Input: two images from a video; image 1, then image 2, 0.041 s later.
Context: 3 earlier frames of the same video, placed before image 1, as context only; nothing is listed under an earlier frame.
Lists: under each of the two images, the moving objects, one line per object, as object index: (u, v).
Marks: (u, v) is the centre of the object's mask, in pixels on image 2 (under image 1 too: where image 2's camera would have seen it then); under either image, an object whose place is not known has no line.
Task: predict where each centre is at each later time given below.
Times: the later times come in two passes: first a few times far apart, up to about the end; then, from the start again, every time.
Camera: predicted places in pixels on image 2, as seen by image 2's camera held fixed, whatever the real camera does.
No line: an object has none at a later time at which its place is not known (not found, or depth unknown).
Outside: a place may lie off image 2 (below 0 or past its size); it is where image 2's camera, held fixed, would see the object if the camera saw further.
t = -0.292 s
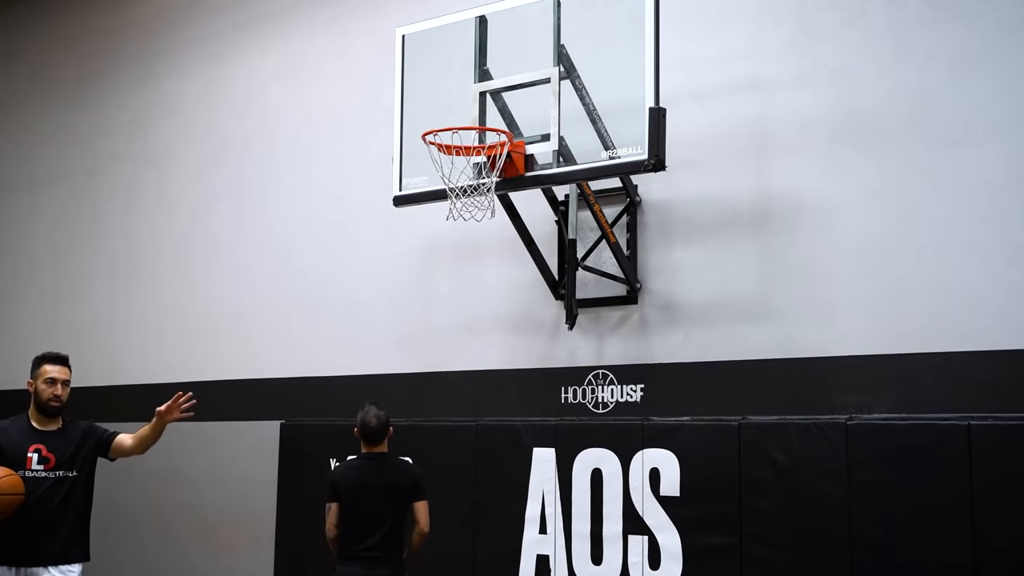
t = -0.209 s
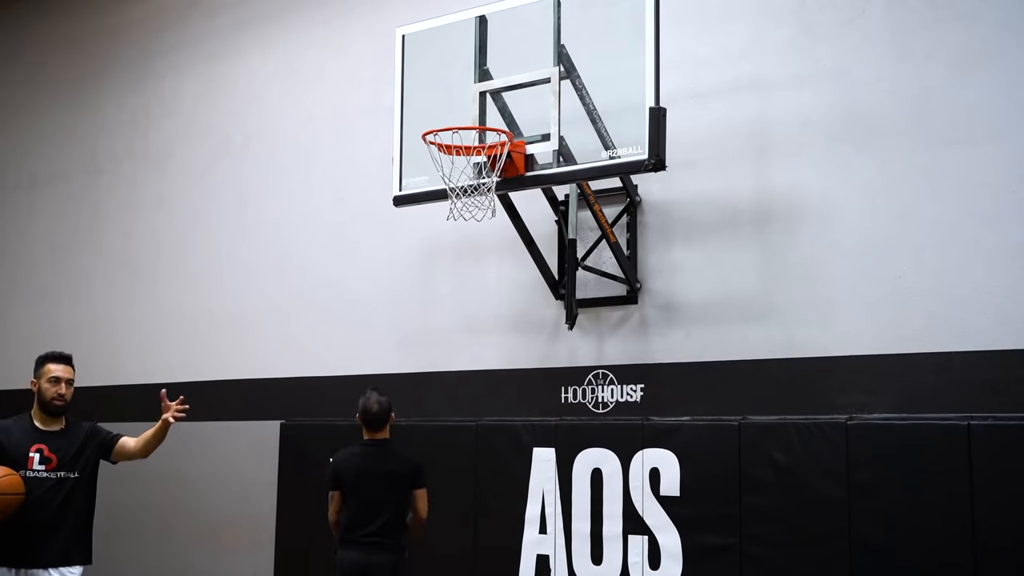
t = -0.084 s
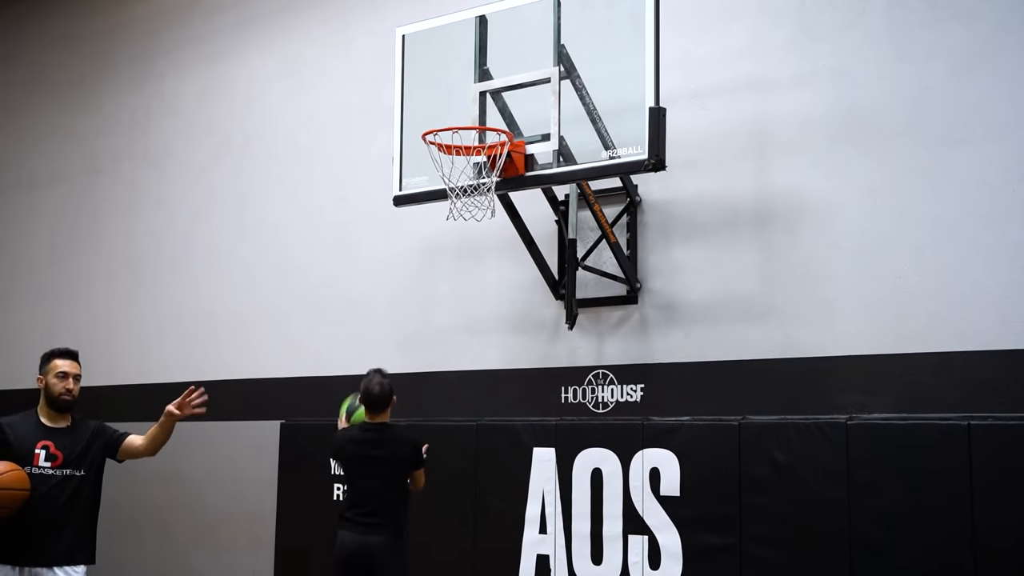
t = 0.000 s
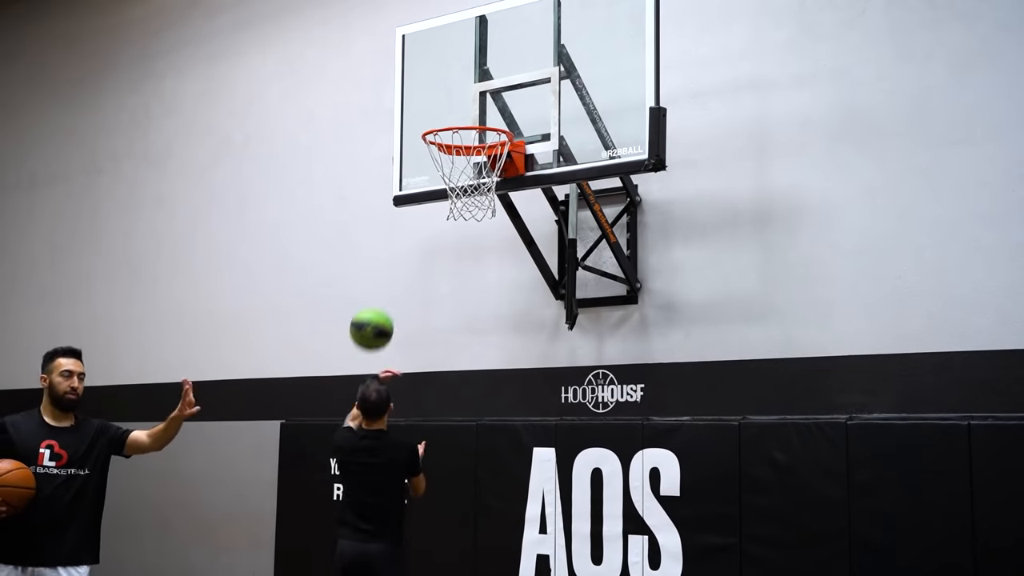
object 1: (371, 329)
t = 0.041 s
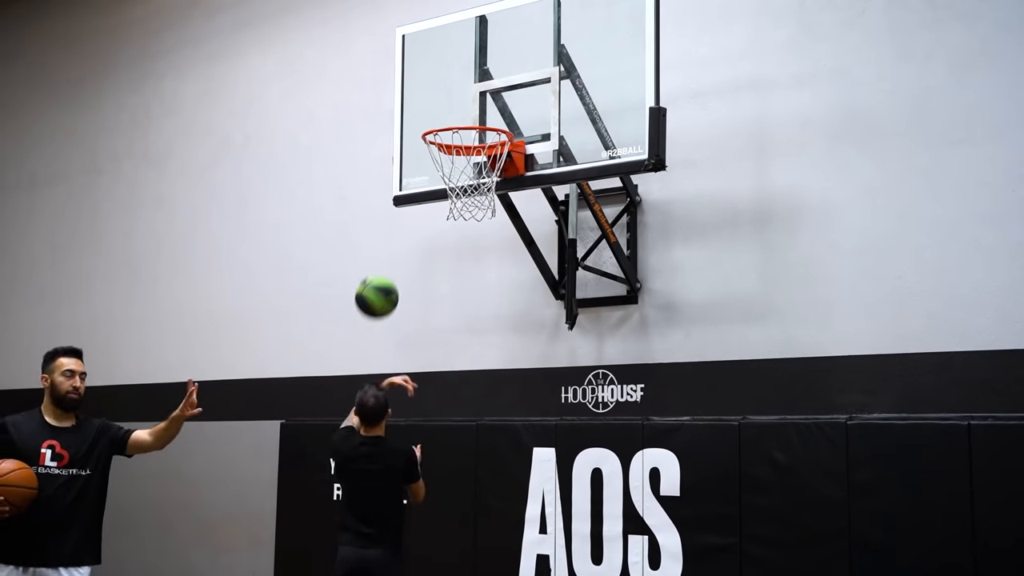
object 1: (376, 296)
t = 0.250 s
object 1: (408, 141)
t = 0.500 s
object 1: (444, 64)
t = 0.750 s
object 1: (477, 70)
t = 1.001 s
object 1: (455, 101)
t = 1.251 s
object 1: (347, 134)
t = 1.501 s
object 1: (226, 294)
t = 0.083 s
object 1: (384, 253)
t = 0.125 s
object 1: (390, 226)
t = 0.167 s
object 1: (397, 190)
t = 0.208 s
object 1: (402, 169)
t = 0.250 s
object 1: (408, 141)
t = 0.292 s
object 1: (413, 123)
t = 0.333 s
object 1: (421, 103)
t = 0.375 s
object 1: (425, 91)
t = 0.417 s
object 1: (433, 78)
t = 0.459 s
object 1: (437, 71)
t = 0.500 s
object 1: (444, 64)
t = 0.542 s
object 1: (448, 61)
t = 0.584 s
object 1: (454, 57)
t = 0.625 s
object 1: (460, 56)
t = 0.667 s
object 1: (466, 58)
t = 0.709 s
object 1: (471, 61)
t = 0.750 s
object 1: (477, 70)
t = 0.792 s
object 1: (482, 78)
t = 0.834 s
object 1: (490, 94)
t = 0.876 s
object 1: (495, 107)
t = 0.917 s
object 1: (491, 112)
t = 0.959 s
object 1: (476, 107)
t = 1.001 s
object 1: (455, 101)
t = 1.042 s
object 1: (442, 99)
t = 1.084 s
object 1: (421, 100)
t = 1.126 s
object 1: (406, 102)
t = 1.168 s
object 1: (384, 110)
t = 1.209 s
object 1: (369, 118)
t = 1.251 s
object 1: (347, 134)
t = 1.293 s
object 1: (331, 148)
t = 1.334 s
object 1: (308, 172)
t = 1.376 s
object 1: (292, 191)
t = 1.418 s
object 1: (268, 225)
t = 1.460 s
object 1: (251, 250)
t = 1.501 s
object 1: (226, 294)
